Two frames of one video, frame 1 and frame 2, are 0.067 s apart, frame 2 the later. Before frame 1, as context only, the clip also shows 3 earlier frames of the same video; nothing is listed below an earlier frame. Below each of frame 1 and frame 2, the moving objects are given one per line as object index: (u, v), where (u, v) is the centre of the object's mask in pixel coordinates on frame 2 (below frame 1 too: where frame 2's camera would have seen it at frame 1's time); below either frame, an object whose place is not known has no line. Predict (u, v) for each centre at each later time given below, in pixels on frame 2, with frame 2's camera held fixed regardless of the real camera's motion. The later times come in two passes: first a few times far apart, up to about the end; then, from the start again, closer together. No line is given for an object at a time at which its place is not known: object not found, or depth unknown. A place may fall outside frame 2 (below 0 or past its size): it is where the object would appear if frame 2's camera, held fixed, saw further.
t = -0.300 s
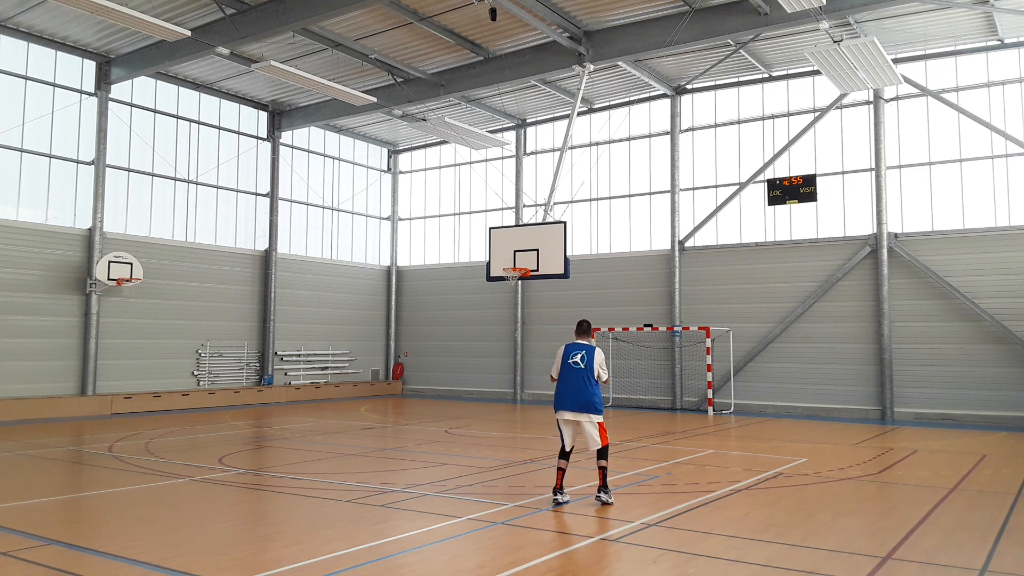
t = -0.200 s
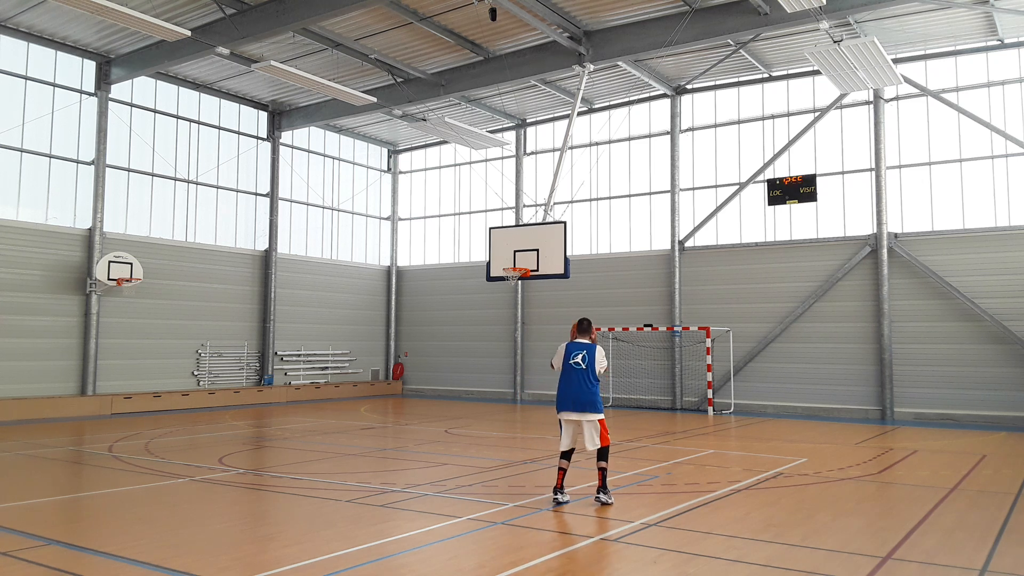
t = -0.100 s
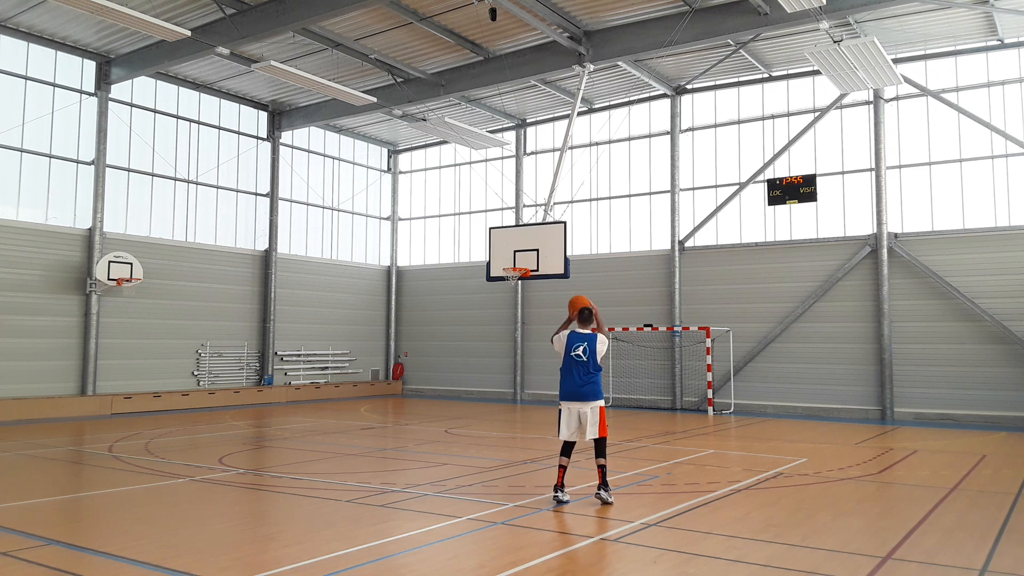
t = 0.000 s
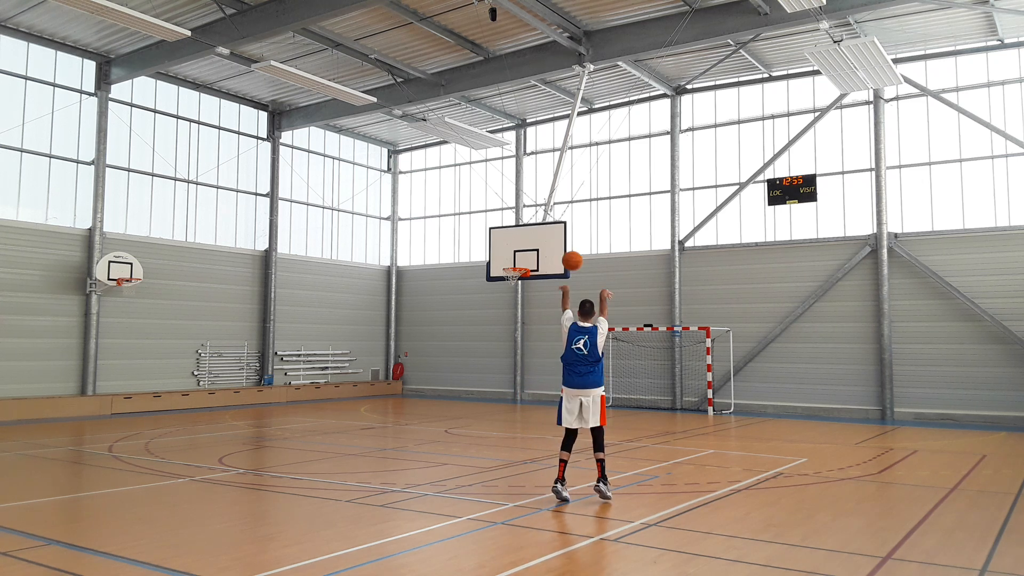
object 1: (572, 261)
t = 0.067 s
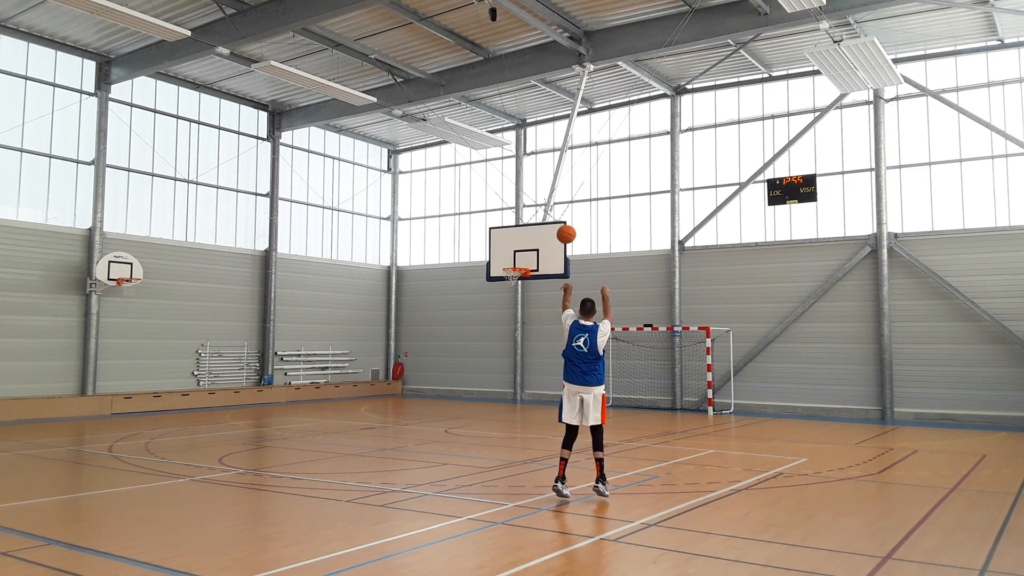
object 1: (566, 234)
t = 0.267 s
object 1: (551, 187)
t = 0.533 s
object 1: (537, 176)
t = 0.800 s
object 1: (525, 207)
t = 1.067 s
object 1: (516, 262)
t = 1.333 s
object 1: (513, 238)
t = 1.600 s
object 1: (508, 231)
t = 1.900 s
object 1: (502, 267)
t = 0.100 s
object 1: (563, 223)
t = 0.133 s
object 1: (561, 214)
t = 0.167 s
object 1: (558, 205)
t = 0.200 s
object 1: (556, 198)
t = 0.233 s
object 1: (553, 192)
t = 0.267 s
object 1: (551, 187)
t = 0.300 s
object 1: (549, 183)
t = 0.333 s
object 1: (547, 179)
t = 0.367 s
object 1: (545, 177)
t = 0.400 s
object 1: (543, 175)
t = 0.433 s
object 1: (542, 174)
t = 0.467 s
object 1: (540, 174)
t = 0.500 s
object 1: (538, 175)
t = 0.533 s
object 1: (537, 176)
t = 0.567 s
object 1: (535, 178)
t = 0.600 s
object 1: (533, 181)
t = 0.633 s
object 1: (532, 184)
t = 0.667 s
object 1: (531, 188)
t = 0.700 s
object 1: (529, 192)
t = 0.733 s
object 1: (528, 196)
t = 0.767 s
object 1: (526, 201)
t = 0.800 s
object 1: (525, 207)
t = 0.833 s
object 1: (524, 213)
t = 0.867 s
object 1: (522, 220)
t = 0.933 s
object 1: (520, 234)
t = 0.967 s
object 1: (519, 241)
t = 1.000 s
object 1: (518, 249)
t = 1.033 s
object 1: (517, 258)
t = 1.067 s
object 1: (516, 262)
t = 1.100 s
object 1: (516, 263)
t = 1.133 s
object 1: (515, 265)
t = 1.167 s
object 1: (515, 260)
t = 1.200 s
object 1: (515, 255)
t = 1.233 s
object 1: (514, 250)
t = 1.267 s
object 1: (514, 245)
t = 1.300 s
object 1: (513, 241)
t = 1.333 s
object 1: (513, 238)
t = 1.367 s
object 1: (512, 235)
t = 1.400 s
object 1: (511, 233)
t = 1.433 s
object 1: (511, 231)
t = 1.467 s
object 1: (510, 230)
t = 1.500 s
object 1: (510, 229)
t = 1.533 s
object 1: (509, 229)
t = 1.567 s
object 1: (509, 230)
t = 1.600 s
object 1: (508, 231)
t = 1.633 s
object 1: (508, 232)
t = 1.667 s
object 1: (507, 234)
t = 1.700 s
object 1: (506, 237)
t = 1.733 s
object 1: (505, 240)
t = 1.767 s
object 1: (505, 245)
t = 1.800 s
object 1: (504, 249)
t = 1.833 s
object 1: (503, 255)
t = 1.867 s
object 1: (503, 261)
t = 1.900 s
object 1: (502, 267)
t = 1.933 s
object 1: (502, 275)
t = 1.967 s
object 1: (501, 283)
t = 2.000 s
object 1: (500, 292)
